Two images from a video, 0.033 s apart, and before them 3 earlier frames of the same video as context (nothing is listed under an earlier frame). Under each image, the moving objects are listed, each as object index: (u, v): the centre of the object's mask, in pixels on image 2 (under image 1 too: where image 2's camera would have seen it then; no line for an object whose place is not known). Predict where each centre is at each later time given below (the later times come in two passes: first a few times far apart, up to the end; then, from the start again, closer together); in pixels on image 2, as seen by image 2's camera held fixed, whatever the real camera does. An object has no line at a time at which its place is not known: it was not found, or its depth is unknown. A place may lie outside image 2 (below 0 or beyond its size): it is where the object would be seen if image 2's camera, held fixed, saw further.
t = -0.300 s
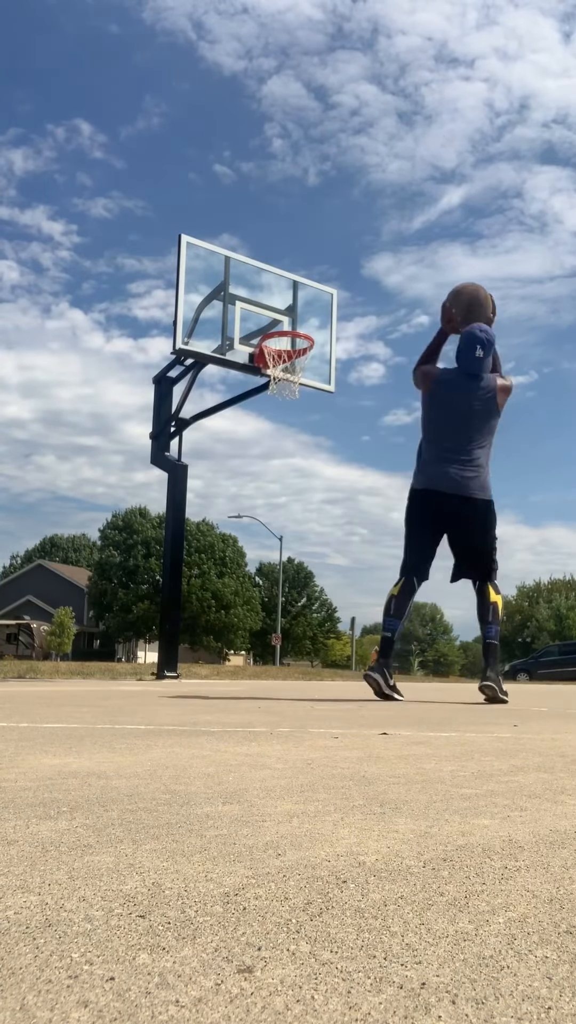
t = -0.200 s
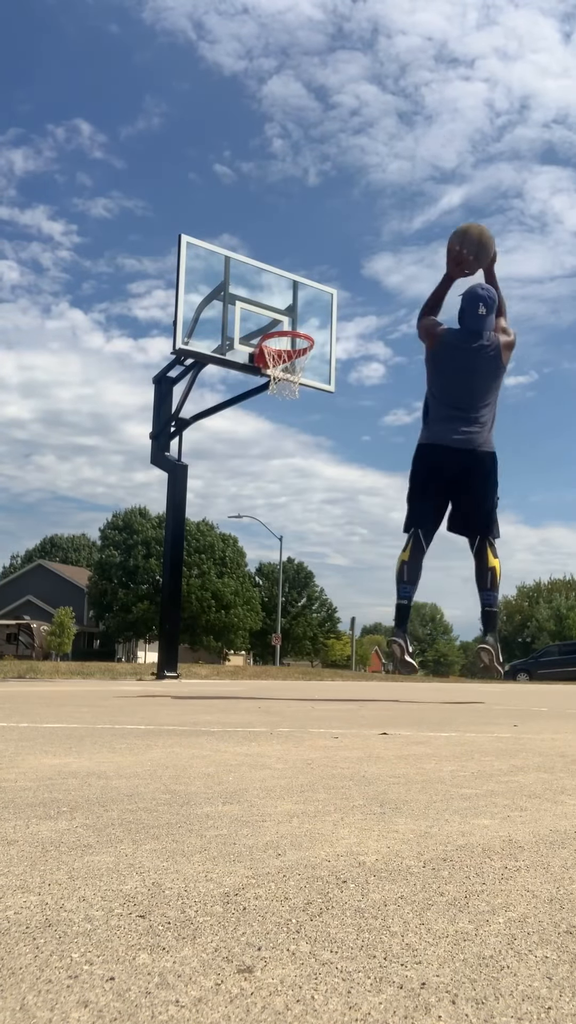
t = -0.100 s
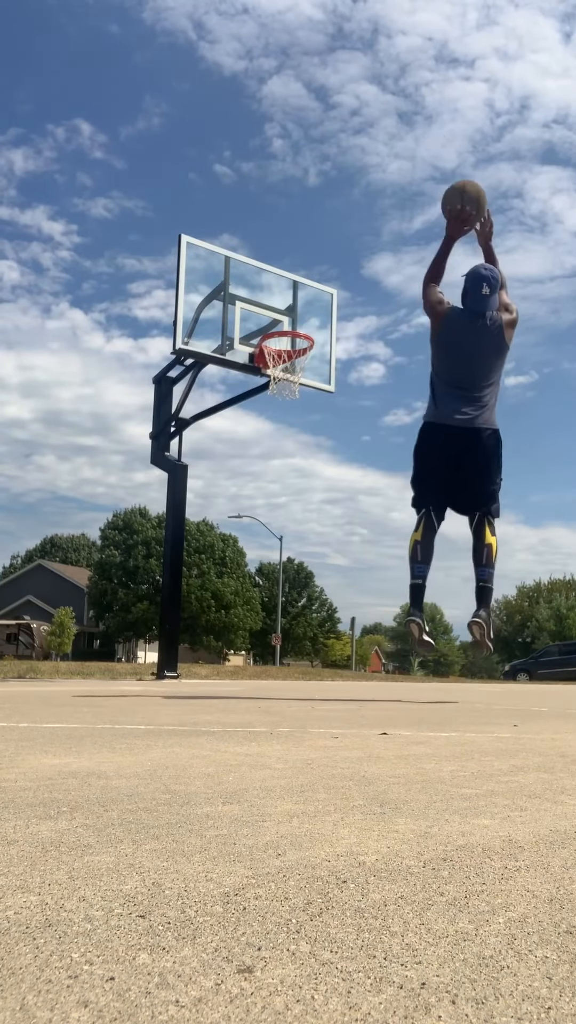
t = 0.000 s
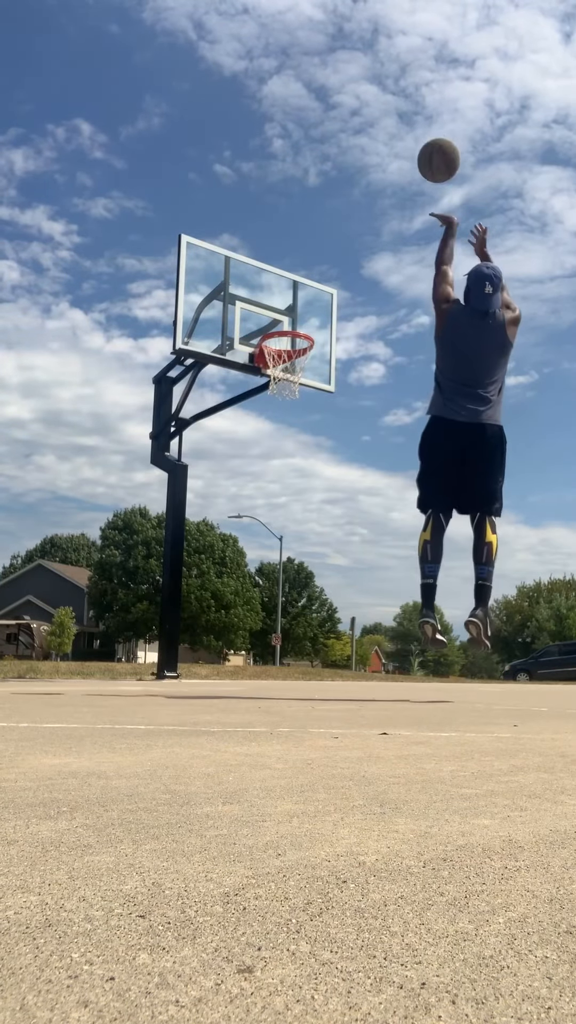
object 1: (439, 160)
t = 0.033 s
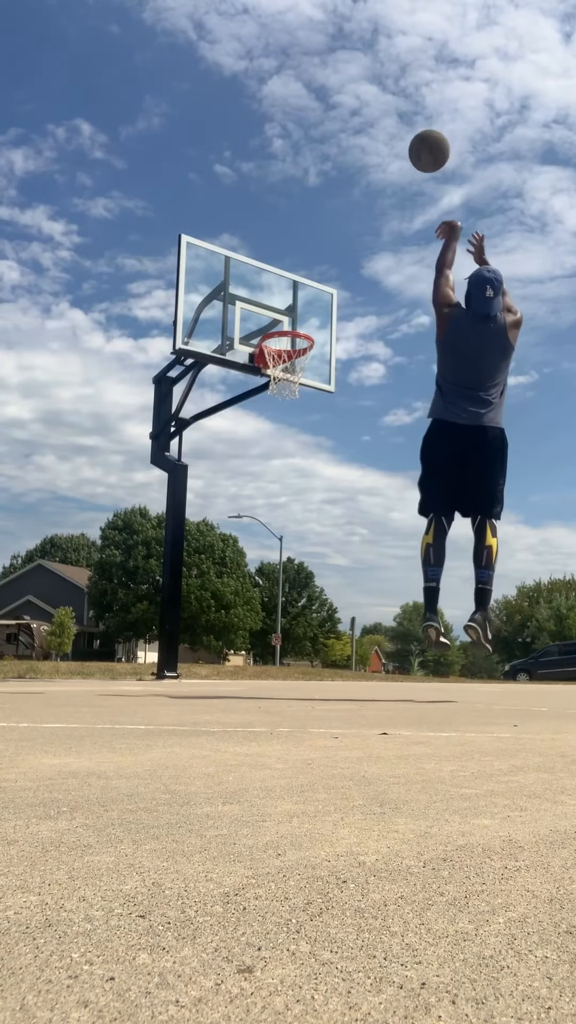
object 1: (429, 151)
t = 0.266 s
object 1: (375, 137)
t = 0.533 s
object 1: (328, 200)
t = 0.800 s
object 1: (292, 320)
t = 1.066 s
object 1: (281, 413)
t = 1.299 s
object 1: (276, 534)
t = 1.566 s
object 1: (273, 609)
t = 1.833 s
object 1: (279, 480)
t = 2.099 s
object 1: (282, 440)
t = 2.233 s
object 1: (282, 455)
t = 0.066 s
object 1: (420, 144)
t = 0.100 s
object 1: (412, 138)
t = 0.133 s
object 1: (404, 135)
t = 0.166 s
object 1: (396, 133)
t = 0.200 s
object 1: (388, 133)
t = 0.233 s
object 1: (381, 134)
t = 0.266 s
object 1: (375, 137)
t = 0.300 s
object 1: (368, 141)
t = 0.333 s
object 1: (362, 146)
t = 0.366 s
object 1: (356, 152)
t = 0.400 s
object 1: (350, 160)
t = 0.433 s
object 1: (344, 169)
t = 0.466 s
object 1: (338, 178)
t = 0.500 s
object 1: (333, 189)
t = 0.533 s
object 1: (328, 200)
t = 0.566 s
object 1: (323, 213)
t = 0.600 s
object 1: (318, 226)
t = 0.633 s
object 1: (313, 240)
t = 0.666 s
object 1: (309, 255)
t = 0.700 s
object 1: (304, 271)
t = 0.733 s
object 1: (300, 287)
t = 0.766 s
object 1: (295, 304)
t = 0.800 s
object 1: (292, 320)
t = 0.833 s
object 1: (287, 341)
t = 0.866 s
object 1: (285, 353)
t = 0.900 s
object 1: (287, 362)
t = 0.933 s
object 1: (282, 376)
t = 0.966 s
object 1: (282, 383)
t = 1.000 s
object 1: (281, 392)
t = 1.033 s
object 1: (281, 402)
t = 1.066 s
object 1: (281, 413)
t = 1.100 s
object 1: (280, 425)
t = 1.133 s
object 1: (280, 440)
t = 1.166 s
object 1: (279, 455)
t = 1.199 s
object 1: (278, 472)
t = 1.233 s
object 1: (278, 491)
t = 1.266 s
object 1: (277, 512)
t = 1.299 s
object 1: (276, 534)
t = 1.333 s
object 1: (275, 558)
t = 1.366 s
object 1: (274, 583)
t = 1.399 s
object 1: (273, 611)
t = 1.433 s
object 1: (271, 641)
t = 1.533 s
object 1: (271, 632)
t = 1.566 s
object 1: (273, 609)
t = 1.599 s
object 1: (274, 589)
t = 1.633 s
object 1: (274, 570)
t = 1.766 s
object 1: (277, 505)
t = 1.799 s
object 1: (278, 492)
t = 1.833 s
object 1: (279, 480)
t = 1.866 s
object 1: (279, 470)
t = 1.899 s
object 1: (280, 461)
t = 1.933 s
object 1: (280, 454)
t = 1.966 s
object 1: (281, 448)
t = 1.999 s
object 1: (281, 444)
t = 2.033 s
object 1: (282, 441)
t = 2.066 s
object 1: (282, 439)
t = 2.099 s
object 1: (282, 440)
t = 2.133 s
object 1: (282, 441)
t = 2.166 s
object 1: (282, 444)
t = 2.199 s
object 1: (282, 449)
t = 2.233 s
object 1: (282, 455)
